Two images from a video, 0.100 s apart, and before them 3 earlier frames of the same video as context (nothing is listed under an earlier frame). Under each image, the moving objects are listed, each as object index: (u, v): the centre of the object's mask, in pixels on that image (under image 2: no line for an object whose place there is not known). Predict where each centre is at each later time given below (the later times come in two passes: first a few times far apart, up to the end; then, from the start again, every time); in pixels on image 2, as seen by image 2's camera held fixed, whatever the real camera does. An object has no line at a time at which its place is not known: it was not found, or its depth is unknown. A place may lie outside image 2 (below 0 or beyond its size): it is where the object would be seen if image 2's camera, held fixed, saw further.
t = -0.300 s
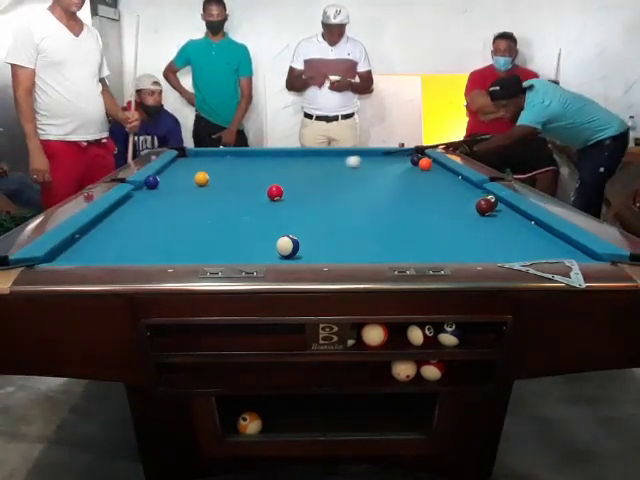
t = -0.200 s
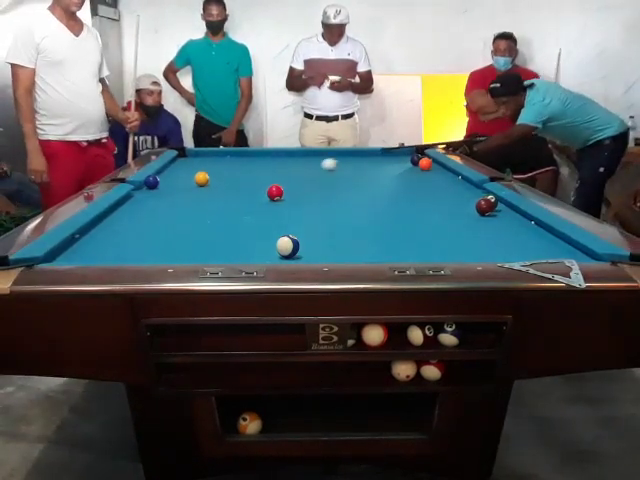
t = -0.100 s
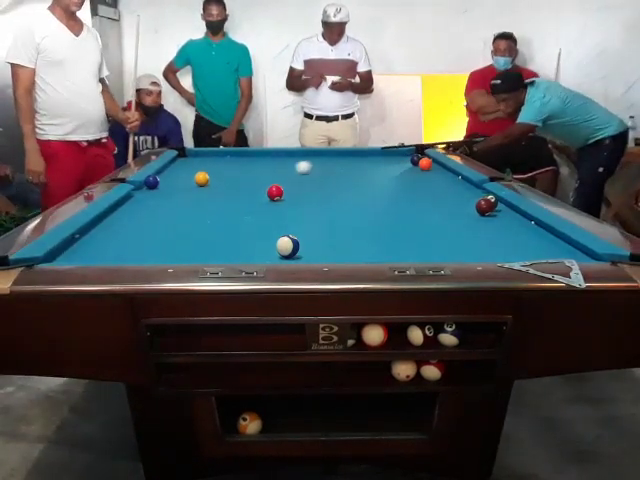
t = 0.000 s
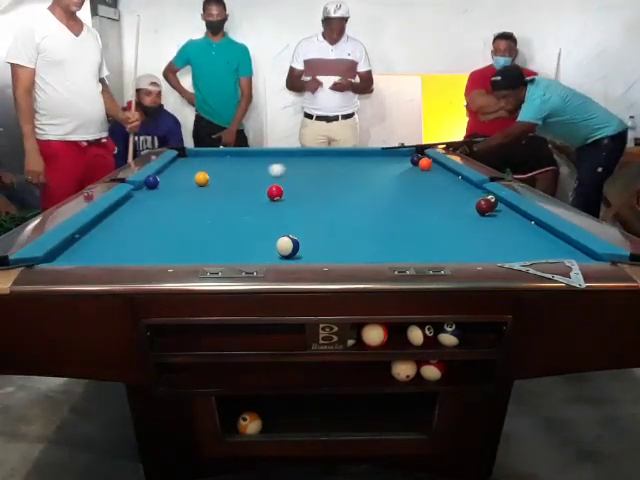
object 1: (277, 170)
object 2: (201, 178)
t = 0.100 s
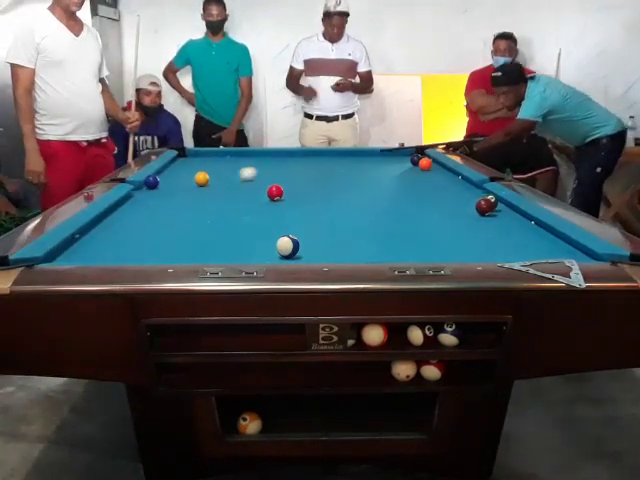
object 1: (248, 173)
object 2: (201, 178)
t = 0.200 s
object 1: (218, 176)
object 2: (201, 178)
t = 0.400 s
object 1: (206, 179)
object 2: (152, 183)
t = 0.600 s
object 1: (192, 181)
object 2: (135, 183)
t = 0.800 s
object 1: (179, 184)
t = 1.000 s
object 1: (167, 186)
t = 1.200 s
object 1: (154, 188)
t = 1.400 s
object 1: (142, 191)
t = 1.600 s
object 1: (138, 192)
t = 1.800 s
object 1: (141, 194)
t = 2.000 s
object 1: (144, 195)
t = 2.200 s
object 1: (147, 196)
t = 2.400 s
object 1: (149, 196)
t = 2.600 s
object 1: (151, 197)
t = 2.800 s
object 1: (153, 197)
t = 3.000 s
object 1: (155, 197)
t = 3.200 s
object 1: (154, 198)
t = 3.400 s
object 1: (154, 198)
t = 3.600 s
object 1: (154, 197)
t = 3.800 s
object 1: (154, 197)
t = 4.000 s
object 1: (154, 198)
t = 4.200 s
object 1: (154, 198)
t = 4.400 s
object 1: (154, 198)
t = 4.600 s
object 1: (154, 198)
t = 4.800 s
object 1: (154, 198)
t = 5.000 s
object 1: (154, 198)
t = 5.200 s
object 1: (154, 198)
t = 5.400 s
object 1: (154, 198)
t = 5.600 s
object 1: (154, 198)
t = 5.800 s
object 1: (154, 198)
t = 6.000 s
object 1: (154, 198)
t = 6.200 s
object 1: (154, 198)
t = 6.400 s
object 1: (154, 198)
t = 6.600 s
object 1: (154, 198)
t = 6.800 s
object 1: (154, 198)
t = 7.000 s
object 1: (154, 198)
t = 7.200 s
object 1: (154, 198)
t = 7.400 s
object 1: (154, 198)
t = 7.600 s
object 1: (154, 198)
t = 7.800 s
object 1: (154, 198)
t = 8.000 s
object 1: (154, 198)
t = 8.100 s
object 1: (154, 198)
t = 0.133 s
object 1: (238, 174)
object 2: (201, 178)
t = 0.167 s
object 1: (228, 175)
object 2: (201, 178)
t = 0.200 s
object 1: (218, 176)
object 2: (201, 178)
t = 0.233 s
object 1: (214, 177)
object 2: (195, 178)
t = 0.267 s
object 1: (213, 178)
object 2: (184, 180)
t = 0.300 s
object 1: (212, 178)
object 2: (175, 180)
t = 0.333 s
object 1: (210, 178)
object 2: (166, 182)
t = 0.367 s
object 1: (208, 179)
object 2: (158, 182)
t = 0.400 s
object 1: (206, 179)
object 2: (152, 183)
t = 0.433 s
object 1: (203, 180)
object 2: (145, 184)
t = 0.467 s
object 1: (201, 180)
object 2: (140, 185)
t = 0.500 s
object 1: (199, 180)
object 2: (136, 184)
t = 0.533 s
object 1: (197, 181)
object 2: (136, 184)
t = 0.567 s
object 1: (195, 181)
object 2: (136, 183)
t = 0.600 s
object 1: (192, 181)
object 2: (135, 183)
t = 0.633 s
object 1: (190, 182)
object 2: (136, 182)
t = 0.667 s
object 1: (188, 182)
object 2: (135, 182)
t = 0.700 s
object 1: (186, 183)
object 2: (135, 183)
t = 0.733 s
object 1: (184, 183)
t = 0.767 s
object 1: (182, 184)
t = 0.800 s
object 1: (179, 184)
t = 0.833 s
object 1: (177, 184)
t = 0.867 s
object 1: (175, 185)
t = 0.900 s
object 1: (173, 185)
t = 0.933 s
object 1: (171, 185)
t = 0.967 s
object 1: (169, 186)
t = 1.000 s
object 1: (167, 186)
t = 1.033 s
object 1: (165, 187)
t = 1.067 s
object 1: (162, 187)
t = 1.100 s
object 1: (160, 187)
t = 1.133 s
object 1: (158, 187)
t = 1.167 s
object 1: (157, 188)
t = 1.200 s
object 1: (154, 188)
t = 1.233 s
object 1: (152, 189)
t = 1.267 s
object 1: (150, 189)
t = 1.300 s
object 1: (148, 189)
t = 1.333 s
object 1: (146, 190)
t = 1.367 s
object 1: (144, 190)
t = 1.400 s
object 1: (142, 191)
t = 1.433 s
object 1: (140, 191)
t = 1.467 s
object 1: (138, 191)
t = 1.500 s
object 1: (137, 192)
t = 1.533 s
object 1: (137, 192)
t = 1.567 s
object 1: (137, 192)
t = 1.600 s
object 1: (138, 192)
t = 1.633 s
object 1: (138, 192)
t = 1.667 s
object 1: (139, 193)
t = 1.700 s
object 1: (139, 193)
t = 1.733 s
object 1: (140, 193)
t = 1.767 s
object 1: (140, 193)
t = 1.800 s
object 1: (141, 194)
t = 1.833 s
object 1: (142, 194)
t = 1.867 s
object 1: (142, 194)
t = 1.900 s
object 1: (142, 194)
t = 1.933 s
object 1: (143, 194)
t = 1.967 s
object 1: (143, 194)
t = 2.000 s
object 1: (144, 195)
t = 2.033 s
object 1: (145, 195)
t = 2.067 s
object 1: (145, 195)
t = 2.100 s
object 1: (146, 195)
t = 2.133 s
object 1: (146, 195)
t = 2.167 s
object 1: (146, 195)
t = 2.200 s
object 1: (147, 196)
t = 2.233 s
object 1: (147, 196)
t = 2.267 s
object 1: (148, 196)
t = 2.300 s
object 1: (148, 196)
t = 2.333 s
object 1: (148, 196)
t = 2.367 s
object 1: (149, 196)
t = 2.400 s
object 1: (149, 196)
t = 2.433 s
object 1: (149, 196)
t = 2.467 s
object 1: (150, 196)
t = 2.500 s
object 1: (150, 197)
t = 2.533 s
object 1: (151, 197)
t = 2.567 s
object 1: (151, 197)
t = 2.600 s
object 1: (151, 197)
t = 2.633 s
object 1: (152, 197)
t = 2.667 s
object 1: (152, 197)
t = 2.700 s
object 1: (152, 197)
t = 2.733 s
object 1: (153, 197)
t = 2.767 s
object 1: (153, 197)
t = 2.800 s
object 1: (153, 197)
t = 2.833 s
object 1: (153, 197)
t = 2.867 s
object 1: (154, 197)
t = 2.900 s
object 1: (154, 197)
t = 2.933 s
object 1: (154, 197)
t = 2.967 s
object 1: (154, 197)
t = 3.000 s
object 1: (155, 197)
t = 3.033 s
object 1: (155, 197)
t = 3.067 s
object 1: (154, 197)
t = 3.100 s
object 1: (154, 197)
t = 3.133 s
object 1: (154, 197)
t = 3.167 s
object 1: (154, 198)
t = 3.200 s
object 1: (154, 198)
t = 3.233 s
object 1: (154, 198)
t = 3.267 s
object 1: (154, 198)
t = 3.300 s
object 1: (154, 198)
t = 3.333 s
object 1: (154, 198)
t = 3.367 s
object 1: (154, 198)
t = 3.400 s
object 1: (154, 198)
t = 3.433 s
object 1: (154, 198)
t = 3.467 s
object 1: (154, 198)
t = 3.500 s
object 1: (154, 198)
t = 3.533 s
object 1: (154, 198)
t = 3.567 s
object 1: (154, 198)
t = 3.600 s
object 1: (154, 197)
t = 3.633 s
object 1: (154, 198)
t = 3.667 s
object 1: (154, 198)
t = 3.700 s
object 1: (154, 198)
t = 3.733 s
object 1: (154, 198)
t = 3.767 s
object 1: (154, 198)
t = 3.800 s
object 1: (154, 197)
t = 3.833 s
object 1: (154, 198)
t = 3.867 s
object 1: (154, 197)
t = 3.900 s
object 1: (154, 198)
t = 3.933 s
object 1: (154, 198)
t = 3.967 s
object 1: (154, 198)
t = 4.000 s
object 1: (154, 198)
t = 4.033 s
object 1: (154, 198)
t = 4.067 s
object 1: (154, 198)
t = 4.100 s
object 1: (154, 198)
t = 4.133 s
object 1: (154, 198)
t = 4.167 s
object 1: (154, 198)
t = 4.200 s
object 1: (154, 198)
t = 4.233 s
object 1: (154, 198)
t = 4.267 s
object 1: (154, 198)
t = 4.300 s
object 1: (154, 198)
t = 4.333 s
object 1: (154, 198)
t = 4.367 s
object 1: (154, 198)
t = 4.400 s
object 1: (154, 198)
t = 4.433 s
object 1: (154, 198)
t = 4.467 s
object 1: (154, 198)
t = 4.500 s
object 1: (155, 198)
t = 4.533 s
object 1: (155, 198)
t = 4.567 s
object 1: (155, 198)
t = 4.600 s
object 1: (154, 198)
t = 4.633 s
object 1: (154, 198)
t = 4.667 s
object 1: (154, 198)
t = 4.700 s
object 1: (154, 198)
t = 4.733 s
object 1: (154, 198)
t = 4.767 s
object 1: (154, 198)
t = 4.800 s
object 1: (154, 198)
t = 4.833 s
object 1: (154, 198)
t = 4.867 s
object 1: (153, 198)
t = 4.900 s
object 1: (153, 198)
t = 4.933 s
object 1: (153, 198)
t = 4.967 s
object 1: (154, 197)
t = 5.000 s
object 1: (154, 198)
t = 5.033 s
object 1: (154, 198)
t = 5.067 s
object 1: (154, 198)
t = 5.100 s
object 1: (154, 198)
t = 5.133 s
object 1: (154, 198)
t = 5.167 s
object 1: (154, 198)
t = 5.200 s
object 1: (154, 198)
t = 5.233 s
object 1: (154, 198)
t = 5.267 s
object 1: (154, 198)
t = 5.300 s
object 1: (154, 198)
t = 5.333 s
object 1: (154, 198)
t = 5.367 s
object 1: (154, 198)
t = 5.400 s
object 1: (154, 198)
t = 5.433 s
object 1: (154, 198)
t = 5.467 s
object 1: (154, 198)
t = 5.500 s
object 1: (154, 198)
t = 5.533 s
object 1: (154, 198)
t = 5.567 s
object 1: (154, 198)
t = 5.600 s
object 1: (154, 198)
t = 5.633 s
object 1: (154, 198)
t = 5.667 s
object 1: (154, 198)
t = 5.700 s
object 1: (154, 198)
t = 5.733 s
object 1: (154, 198)
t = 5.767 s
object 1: (154, 198)
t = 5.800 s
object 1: (154, 198)
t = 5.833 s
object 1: (154, 198)
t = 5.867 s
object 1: (154, 198)
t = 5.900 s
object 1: (154, 198)
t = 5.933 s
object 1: (154, 198)
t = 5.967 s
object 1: (154, 198)
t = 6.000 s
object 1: (154, 198)
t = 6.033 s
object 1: (154, 198)
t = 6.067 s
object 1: (154, 198)
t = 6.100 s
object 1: (154, 198)
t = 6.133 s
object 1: (154, 198)
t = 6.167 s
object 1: (154, 198)
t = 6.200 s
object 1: (154, 198)
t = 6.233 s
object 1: (154, 198)
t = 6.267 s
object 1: (154, 198)
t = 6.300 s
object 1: (154, 198)
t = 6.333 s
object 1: (154, 198)
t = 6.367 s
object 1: (154, 198)
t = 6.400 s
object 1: (154, 198)
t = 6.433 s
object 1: (154, 198)
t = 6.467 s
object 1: (154, 198)
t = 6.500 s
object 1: (154, 197)
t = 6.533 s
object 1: (154, 197)
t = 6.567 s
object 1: (154, 198)
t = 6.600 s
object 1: (154, 198)
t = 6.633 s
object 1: (154, 198)
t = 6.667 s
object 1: (154, 198)
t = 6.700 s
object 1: (154, 198)
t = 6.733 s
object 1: (154, 198)
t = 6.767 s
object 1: (154, 198)
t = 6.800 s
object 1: (154, 198)
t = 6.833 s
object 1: (154, 198)
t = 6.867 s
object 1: (154, 198)
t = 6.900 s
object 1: (154, 198)
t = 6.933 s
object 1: (154, 198)
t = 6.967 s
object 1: (154, 198)
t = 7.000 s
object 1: (154, 198)
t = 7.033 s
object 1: (154, 198)
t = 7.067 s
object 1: (154, 198)
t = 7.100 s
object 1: (154, 197)
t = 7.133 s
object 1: (154, 197)
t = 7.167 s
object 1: (154, 198)
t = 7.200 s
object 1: (154, 198)
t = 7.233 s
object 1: (154, 198)
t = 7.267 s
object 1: (154, 198)
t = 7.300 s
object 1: (154, 198)
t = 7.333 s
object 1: (154, 198)
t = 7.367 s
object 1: (154, 198)
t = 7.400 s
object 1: (154, 198)
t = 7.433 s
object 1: (154, 198)
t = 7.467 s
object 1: (154, 198)
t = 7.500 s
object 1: (154, 198)
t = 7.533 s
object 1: (154, 198)
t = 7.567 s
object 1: (154, 198)
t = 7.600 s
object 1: (154, 198)
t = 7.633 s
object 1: (154, 198)
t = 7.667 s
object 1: (154, 198)
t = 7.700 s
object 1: (154, 198)
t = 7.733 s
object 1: (154, 198)
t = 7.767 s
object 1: (154, 198)
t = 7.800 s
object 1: (154, 198)
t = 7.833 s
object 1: (154, 198)
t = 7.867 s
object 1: (154, 198)
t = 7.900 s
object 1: (154, 198)
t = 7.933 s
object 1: (154, 198)
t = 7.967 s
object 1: (154, 198)
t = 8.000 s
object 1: (154, 198)
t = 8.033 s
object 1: (154, 198)
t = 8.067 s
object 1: (154, 198)
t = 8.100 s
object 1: (154, 198)
